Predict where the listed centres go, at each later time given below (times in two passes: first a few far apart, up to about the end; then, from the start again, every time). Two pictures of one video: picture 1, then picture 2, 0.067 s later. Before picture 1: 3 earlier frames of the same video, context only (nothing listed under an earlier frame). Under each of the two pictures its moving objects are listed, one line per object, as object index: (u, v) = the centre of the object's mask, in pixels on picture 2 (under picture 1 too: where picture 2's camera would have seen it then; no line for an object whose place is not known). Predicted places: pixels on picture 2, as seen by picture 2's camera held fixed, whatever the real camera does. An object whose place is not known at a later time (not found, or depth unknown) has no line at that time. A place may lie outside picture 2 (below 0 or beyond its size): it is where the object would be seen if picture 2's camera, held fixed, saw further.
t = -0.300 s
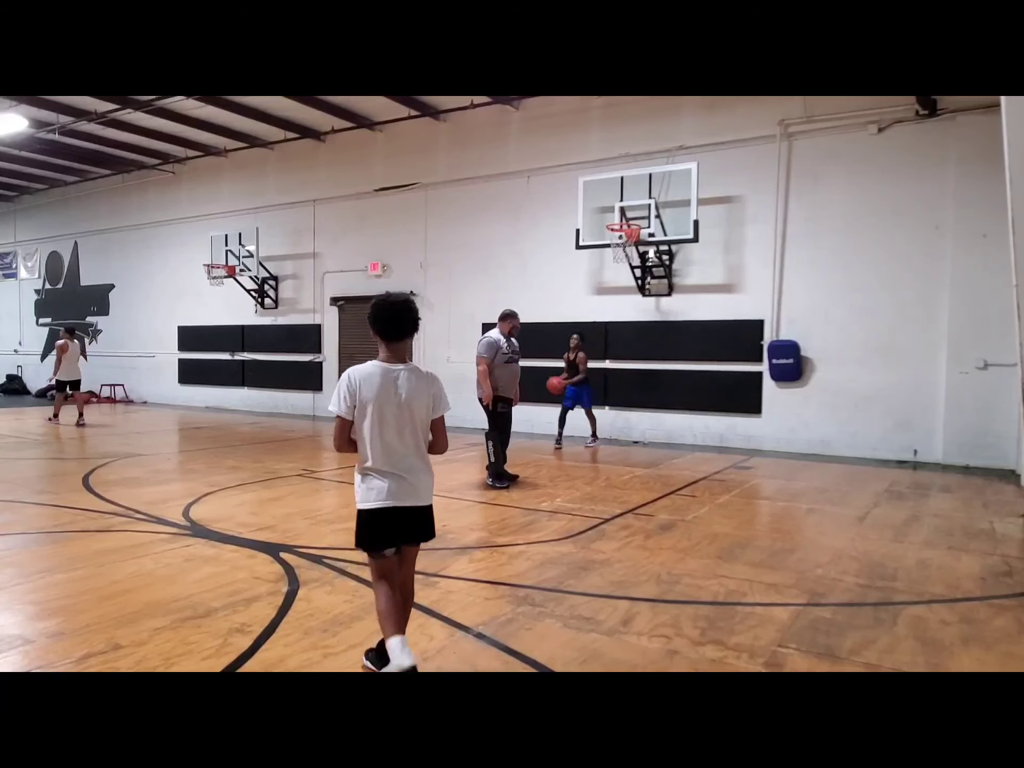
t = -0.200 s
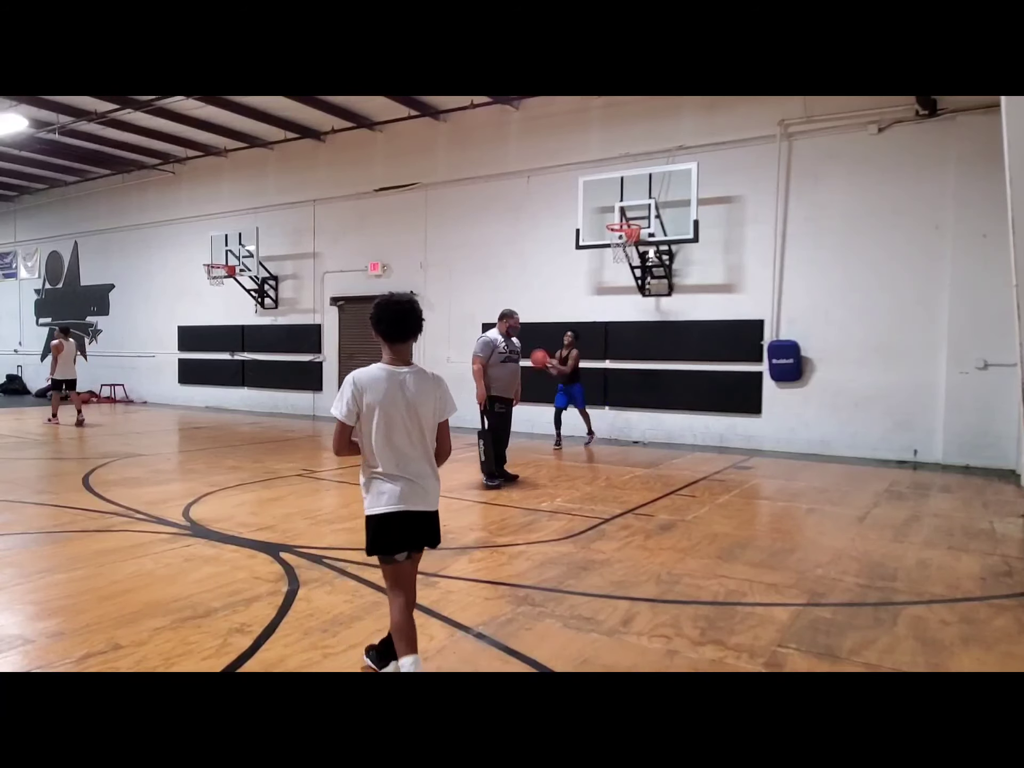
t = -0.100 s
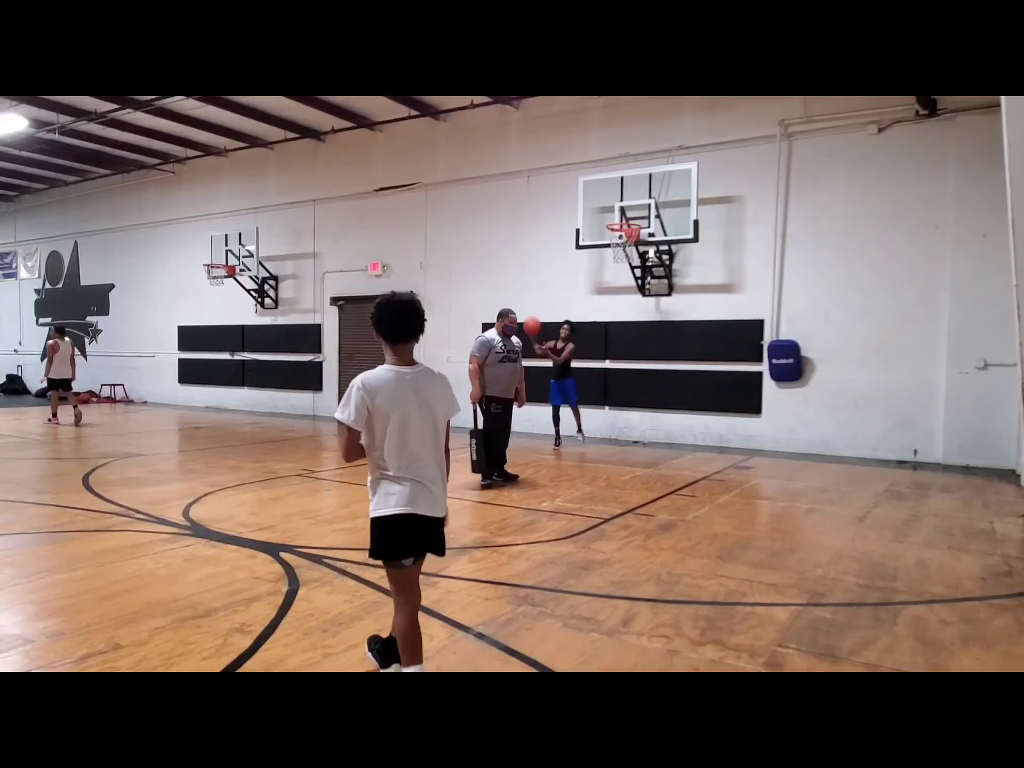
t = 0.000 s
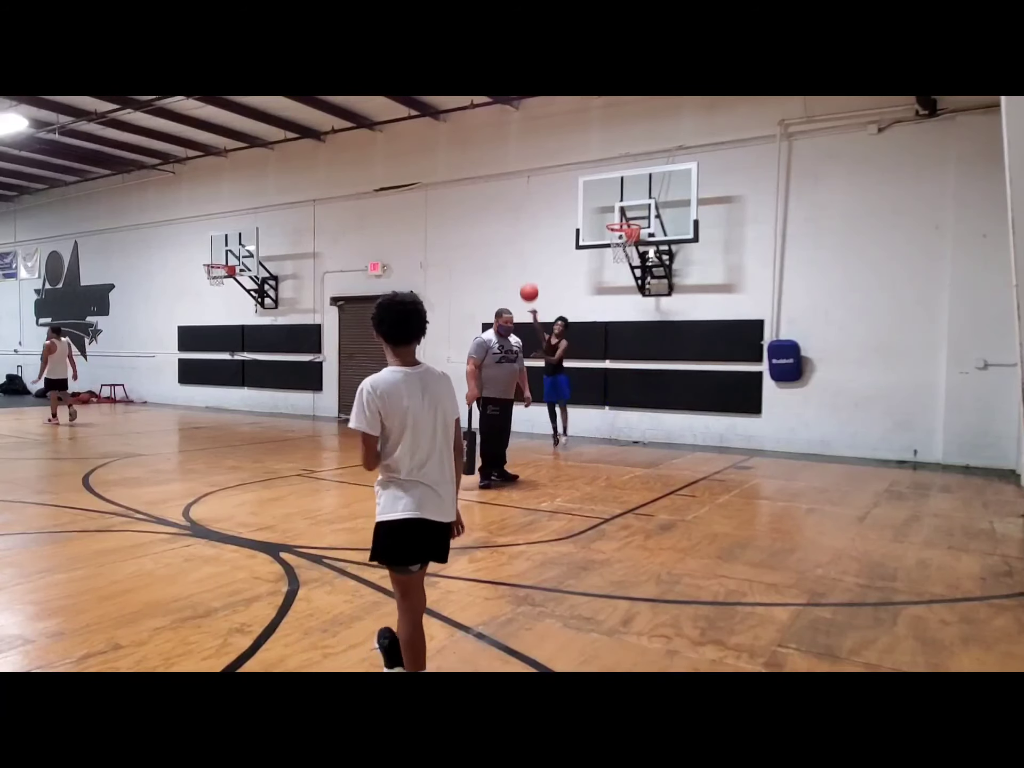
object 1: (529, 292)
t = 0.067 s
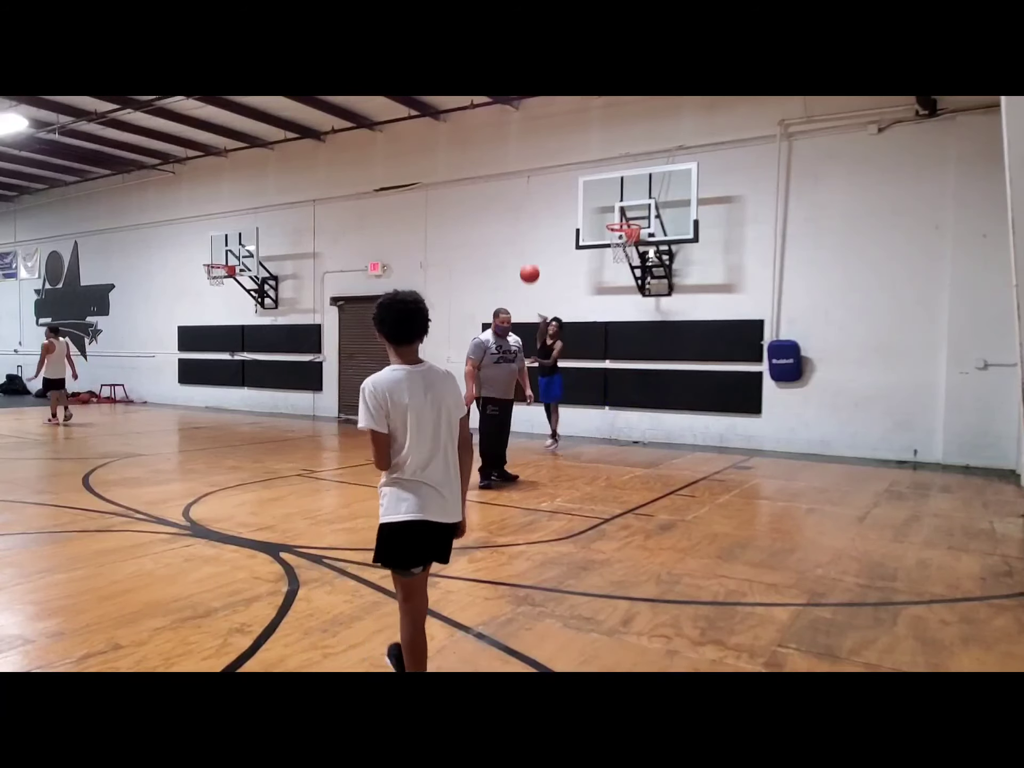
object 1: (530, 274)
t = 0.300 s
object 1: (531, 220)
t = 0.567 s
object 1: (529, 205)
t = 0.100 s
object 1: (530, 264)
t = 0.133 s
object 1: (530, 255)
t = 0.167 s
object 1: (530, 247)
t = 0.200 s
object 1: (530, 239)
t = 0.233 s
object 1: (531, 232)
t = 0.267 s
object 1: (531, 226)
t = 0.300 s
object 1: (531, 220)
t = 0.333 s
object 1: (531, 214)
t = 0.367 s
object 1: (531, 210)
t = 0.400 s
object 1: (531, 206)
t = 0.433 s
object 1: (531, 204)
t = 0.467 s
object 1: (530, 202)
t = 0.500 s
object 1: (530, 201)
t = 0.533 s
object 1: (529, 202)
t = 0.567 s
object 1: (529, 205)
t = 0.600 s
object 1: (528, 210)
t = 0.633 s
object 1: (527, 216)
